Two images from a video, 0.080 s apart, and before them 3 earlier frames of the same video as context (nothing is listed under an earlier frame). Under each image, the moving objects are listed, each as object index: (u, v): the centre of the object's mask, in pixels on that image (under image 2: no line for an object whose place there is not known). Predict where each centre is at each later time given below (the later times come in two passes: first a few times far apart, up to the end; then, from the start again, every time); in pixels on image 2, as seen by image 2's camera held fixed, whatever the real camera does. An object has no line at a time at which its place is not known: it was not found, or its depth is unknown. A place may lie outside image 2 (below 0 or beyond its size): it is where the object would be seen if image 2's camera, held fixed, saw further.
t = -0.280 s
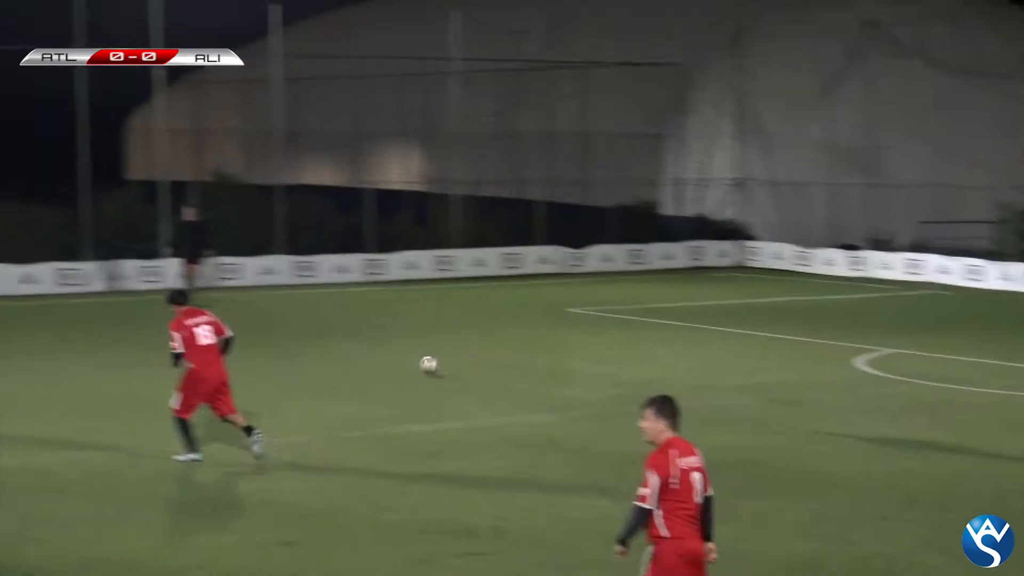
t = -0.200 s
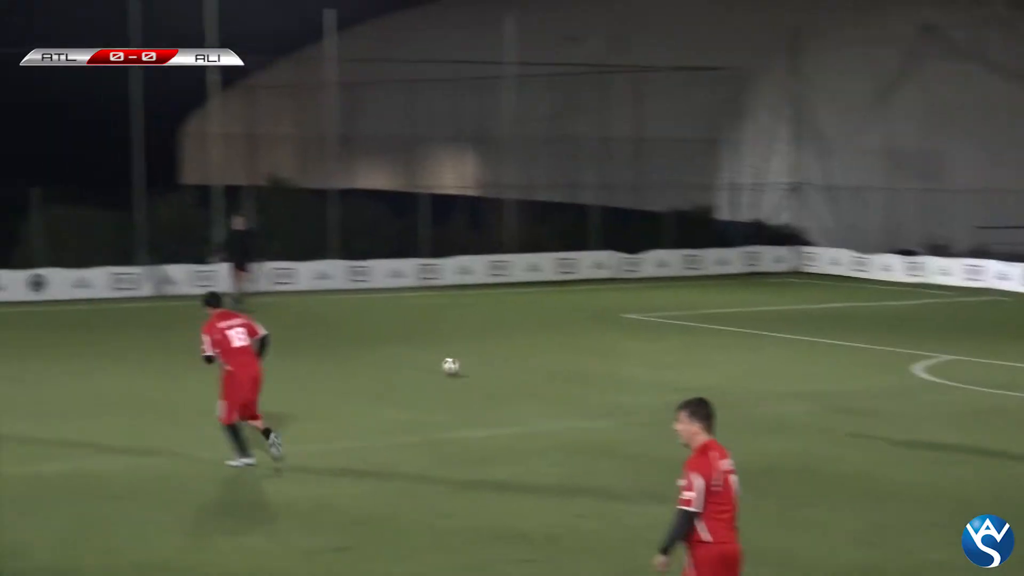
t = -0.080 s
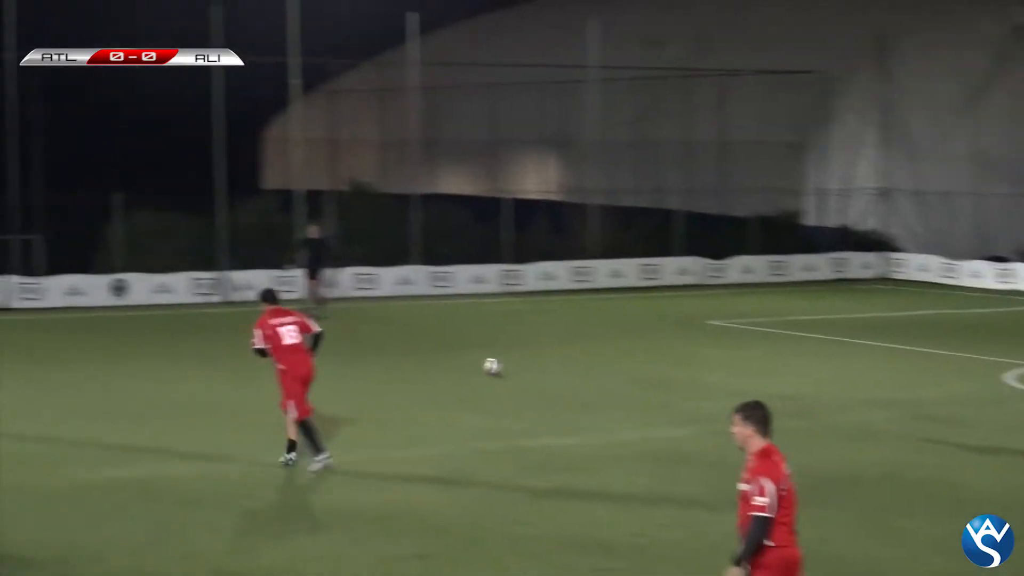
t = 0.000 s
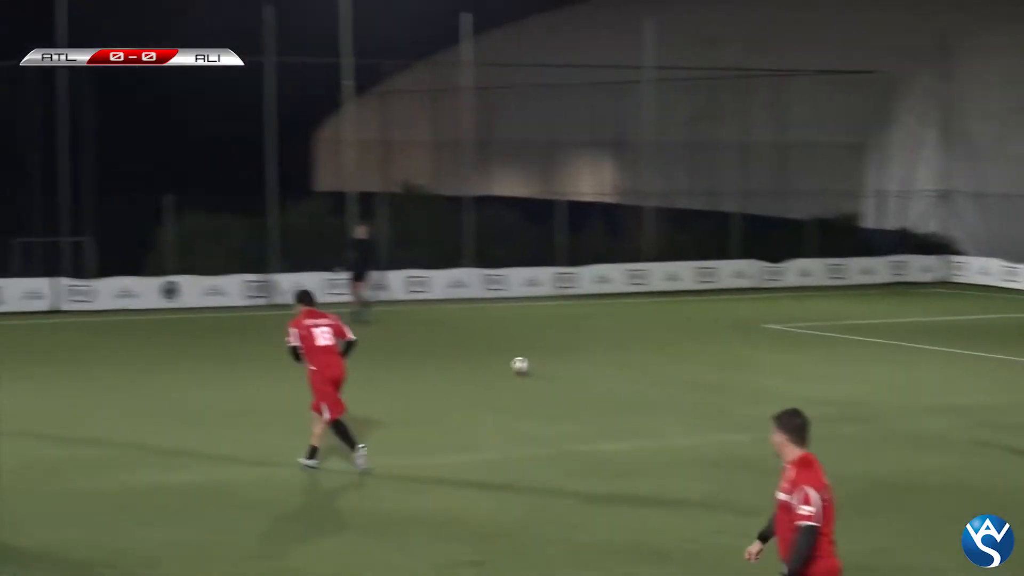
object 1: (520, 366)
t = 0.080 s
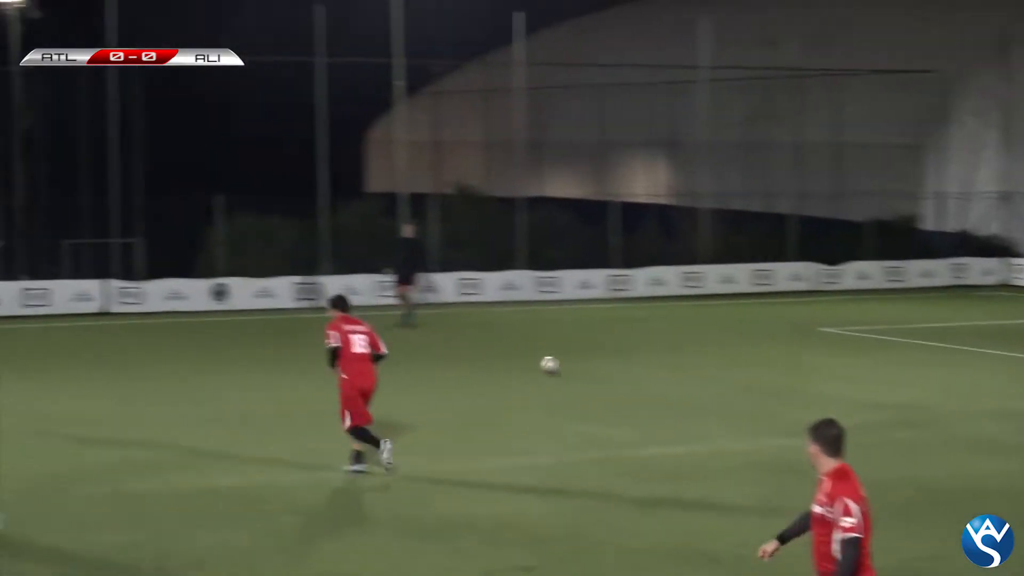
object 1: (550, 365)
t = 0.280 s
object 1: (495, 355)
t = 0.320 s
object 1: (485, 354)
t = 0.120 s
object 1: (537, 363)
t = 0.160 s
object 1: (527, 362)
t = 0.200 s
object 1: (516, 360)
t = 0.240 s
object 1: (505, 357)
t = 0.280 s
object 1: (495, 355)
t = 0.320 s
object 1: (485, 354)
